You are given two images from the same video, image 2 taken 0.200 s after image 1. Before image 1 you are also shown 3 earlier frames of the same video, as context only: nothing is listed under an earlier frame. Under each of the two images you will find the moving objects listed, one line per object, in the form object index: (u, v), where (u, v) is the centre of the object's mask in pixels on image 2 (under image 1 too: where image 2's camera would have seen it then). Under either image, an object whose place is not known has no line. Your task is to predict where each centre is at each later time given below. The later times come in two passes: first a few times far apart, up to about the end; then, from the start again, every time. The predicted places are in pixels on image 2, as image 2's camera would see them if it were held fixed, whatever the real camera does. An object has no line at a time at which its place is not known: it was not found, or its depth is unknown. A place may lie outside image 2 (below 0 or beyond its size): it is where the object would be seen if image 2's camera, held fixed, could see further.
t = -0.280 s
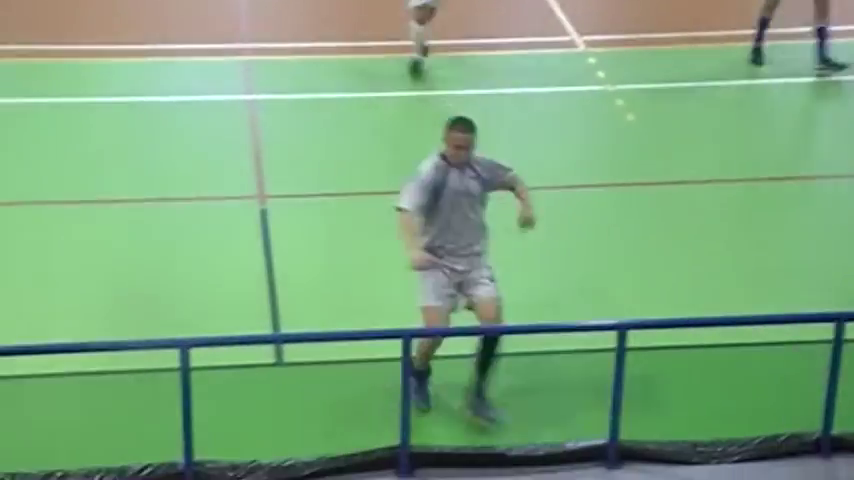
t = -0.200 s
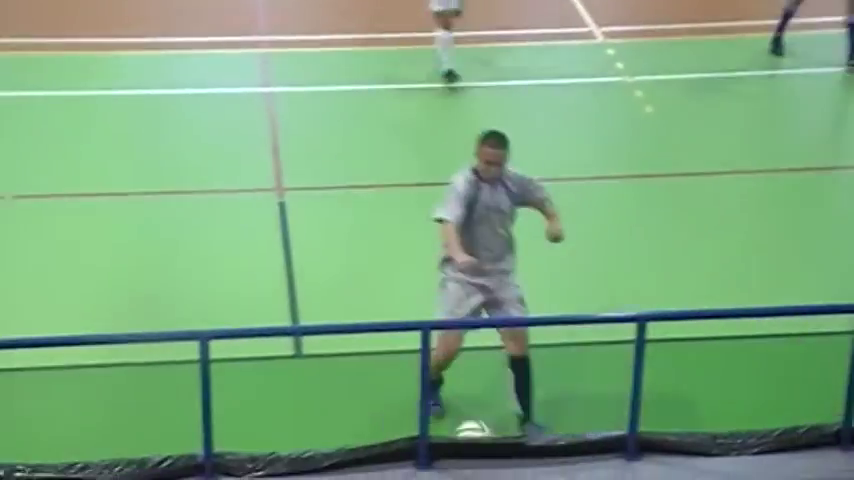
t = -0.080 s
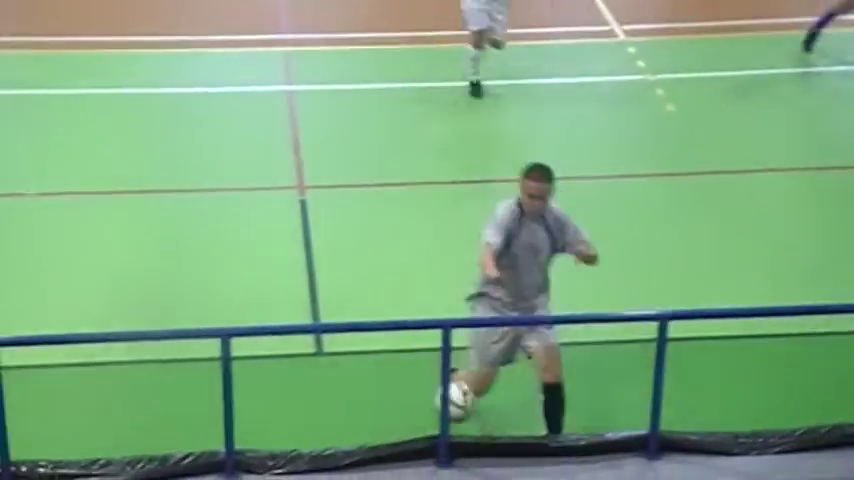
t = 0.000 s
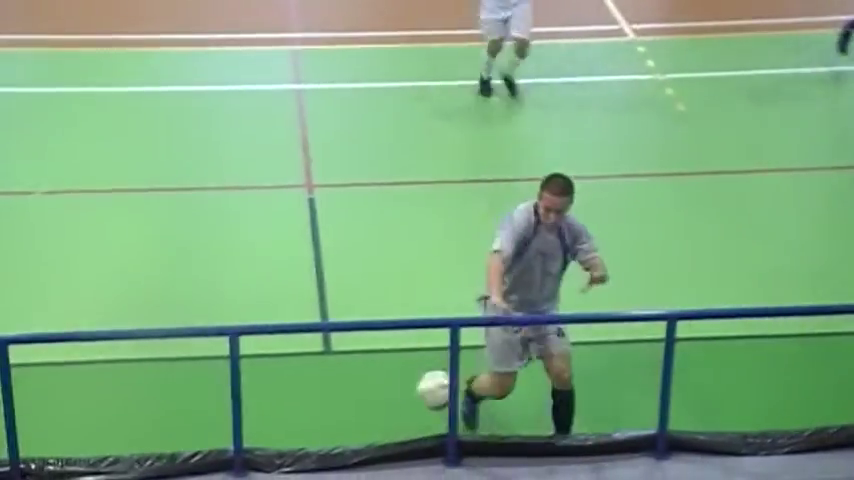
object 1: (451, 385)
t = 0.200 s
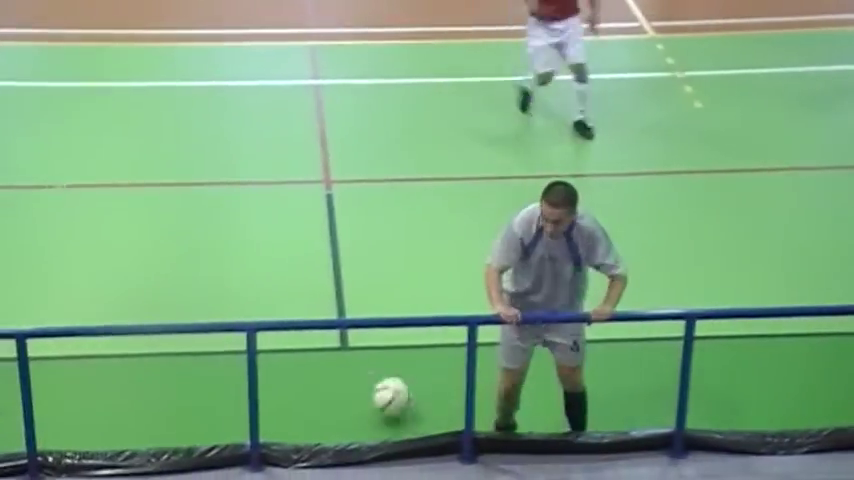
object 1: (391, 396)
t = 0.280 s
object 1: (369, 384)
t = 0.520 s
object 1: (300, 383)
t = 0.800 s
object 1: (225, 379)
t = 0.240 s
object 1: (380, 388)
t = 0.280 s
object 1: (369, 384)
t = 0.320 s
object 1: (356, 380)
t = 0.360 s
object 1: (345, 380)
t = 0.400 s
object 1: (333, 384)
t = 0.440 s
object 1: (322, 389)
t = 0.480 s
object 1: (311, 386)
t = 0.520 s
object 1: (300, 383)
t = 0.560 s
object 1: (289, 384)
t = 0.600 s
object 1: (278, 383)
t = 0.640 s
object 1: (269, 384)
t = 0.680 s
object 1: (257, 381)
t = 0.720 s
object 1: (242, 381)
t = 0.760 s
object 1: (233, 380)
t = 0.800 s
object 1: (225, 379)
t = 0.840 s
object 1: (214, 377)
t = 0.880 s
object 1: (202, 376)
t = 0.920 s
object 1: (192, 376)
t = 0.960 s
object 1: (182, 374)
